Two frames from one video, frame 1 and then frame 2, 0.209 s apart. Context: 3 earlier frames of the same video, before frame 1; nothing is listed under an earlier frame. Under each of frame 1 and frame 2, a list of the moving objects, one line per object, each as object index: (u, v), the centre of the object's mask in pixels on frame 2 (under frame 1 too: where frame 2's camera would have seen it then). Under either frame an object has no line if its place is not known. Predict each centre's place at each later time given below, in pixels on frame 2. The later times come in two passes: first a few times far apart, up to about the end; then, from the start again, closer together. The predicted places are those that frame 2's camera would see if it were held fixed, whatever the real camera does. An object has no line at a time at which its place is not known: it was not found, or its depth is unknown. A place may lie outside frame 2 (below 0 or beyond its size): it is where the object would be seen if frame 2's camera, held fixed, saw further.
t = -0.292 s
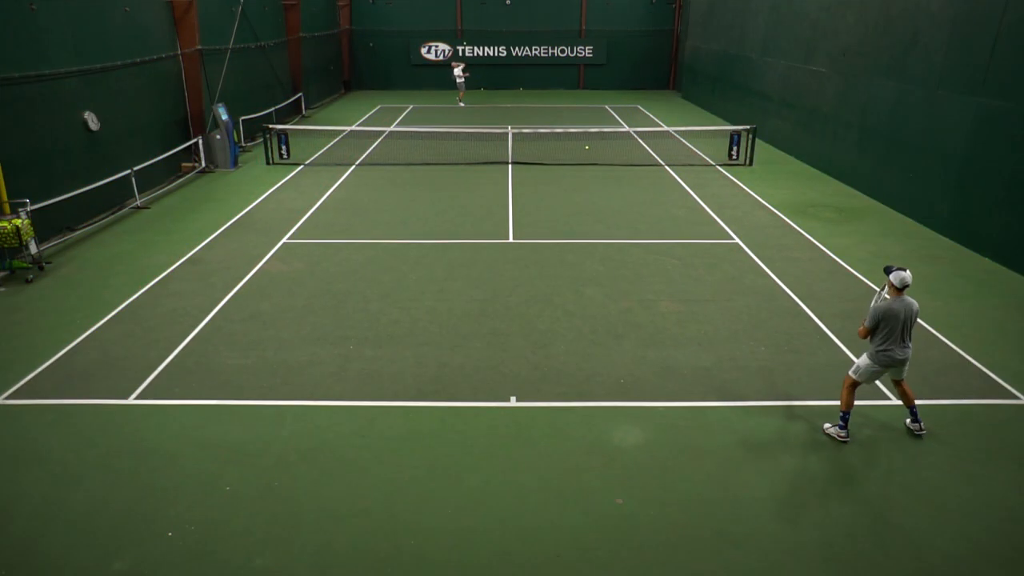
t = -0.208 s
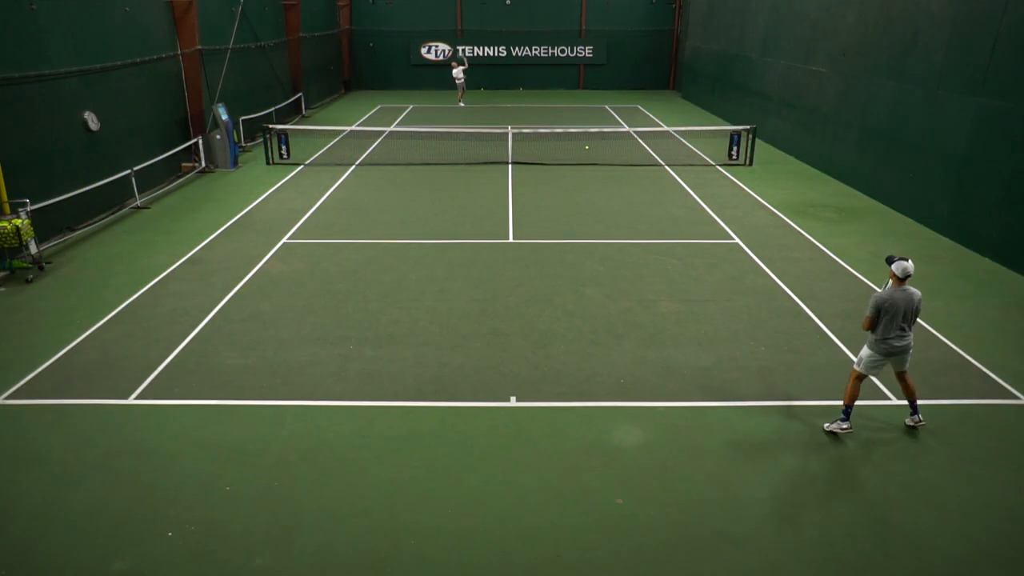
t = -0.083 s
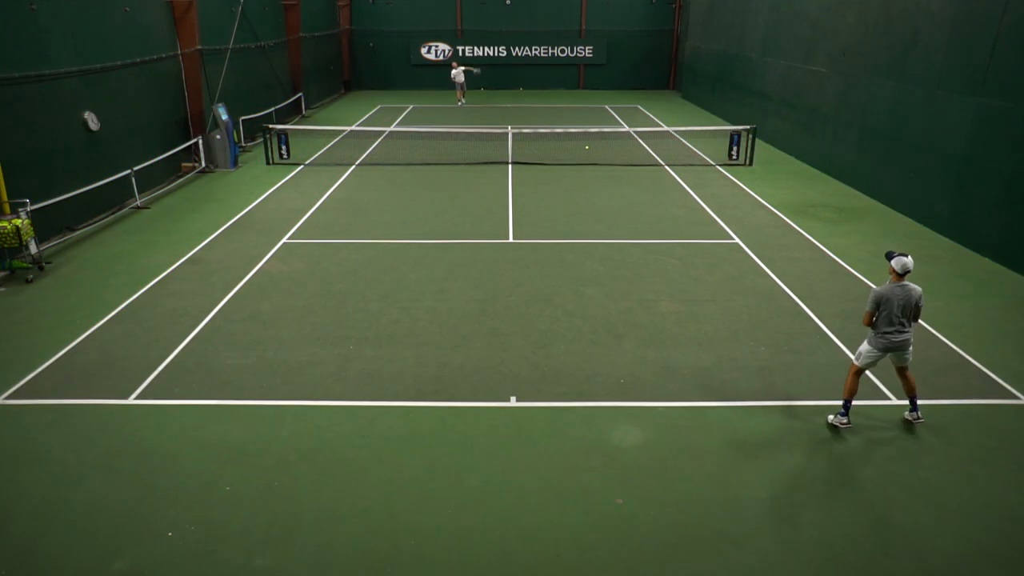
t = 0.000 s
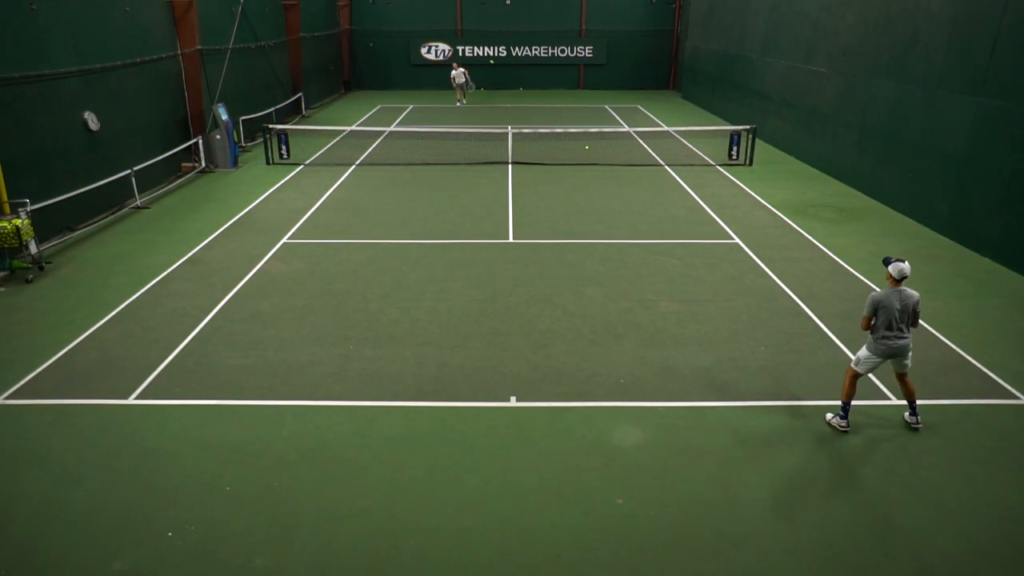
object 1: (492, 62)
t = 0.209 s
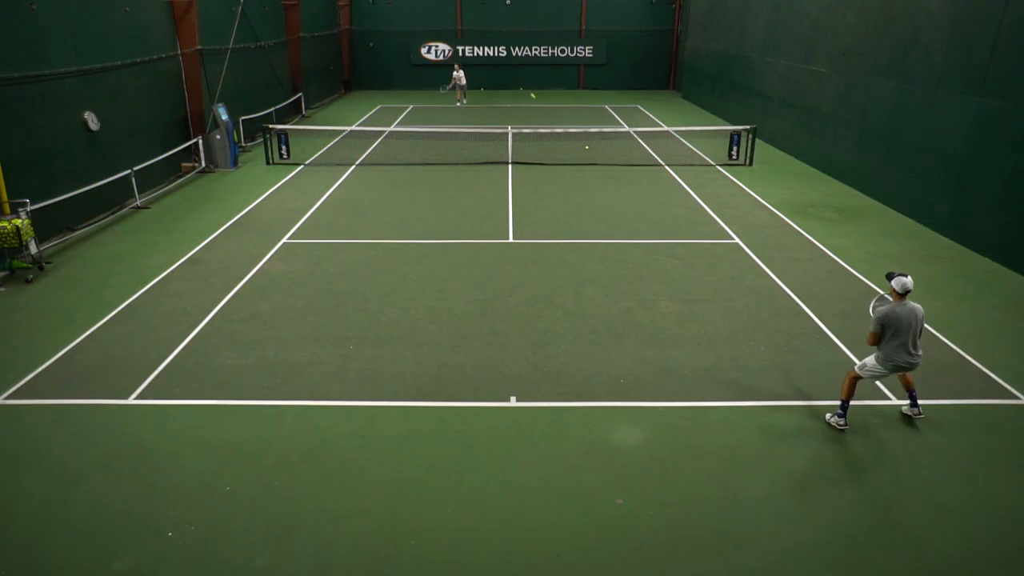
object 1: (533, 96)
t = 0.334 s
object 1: (564, 131)
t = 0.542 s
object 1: (627, 211)
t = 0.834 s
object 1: (712, 212)
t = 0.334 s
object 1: (564, 131)
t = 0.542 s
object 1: (627, 211)
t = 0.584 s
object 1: (637, 208)
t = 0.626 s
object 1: (647, 206)
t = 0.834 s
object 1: (712, 212)
